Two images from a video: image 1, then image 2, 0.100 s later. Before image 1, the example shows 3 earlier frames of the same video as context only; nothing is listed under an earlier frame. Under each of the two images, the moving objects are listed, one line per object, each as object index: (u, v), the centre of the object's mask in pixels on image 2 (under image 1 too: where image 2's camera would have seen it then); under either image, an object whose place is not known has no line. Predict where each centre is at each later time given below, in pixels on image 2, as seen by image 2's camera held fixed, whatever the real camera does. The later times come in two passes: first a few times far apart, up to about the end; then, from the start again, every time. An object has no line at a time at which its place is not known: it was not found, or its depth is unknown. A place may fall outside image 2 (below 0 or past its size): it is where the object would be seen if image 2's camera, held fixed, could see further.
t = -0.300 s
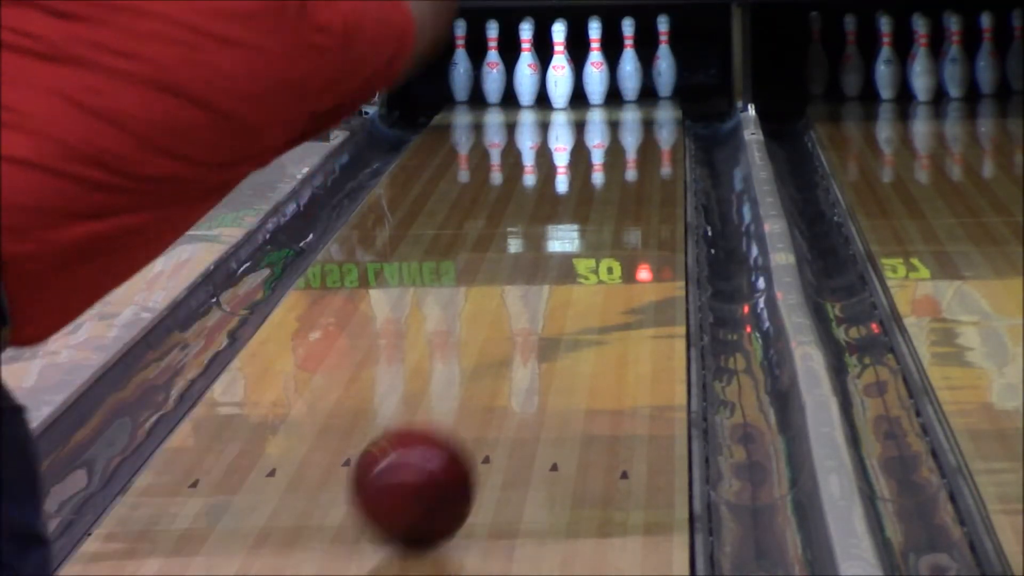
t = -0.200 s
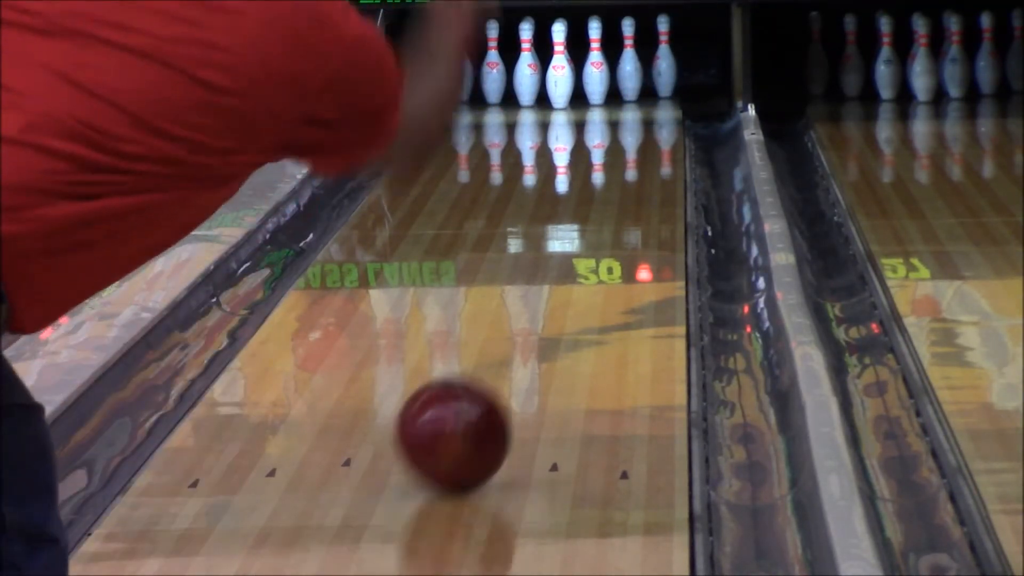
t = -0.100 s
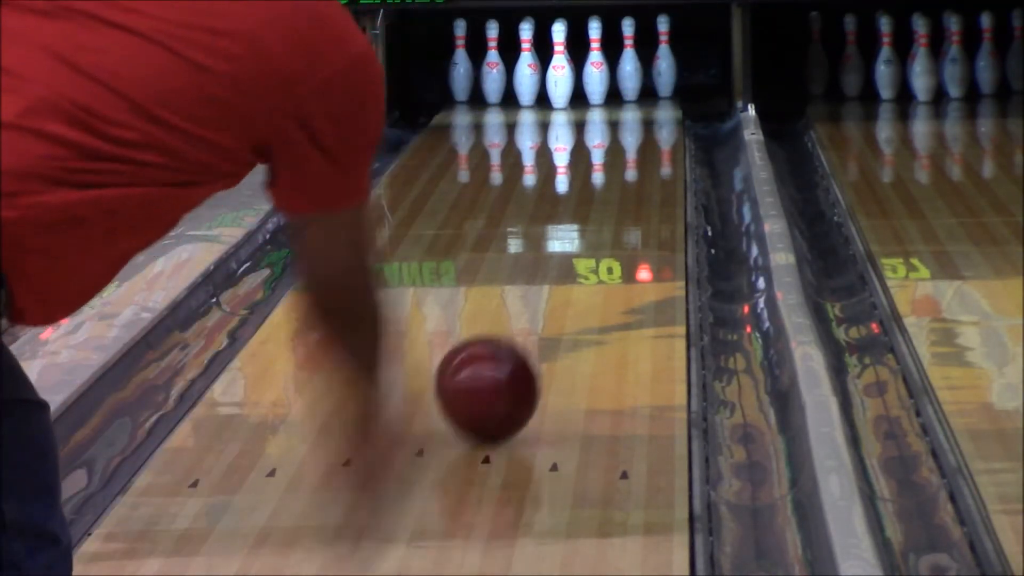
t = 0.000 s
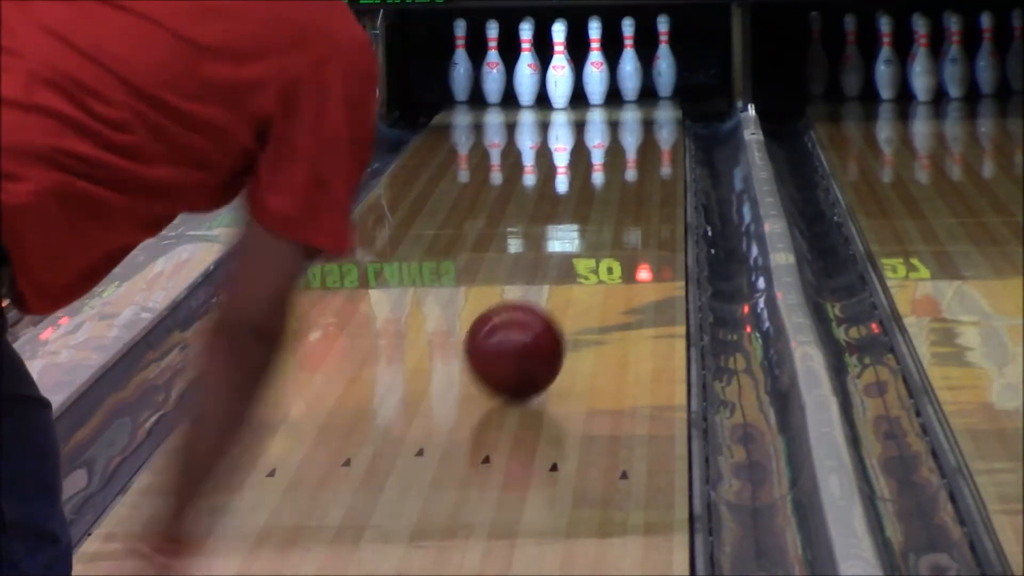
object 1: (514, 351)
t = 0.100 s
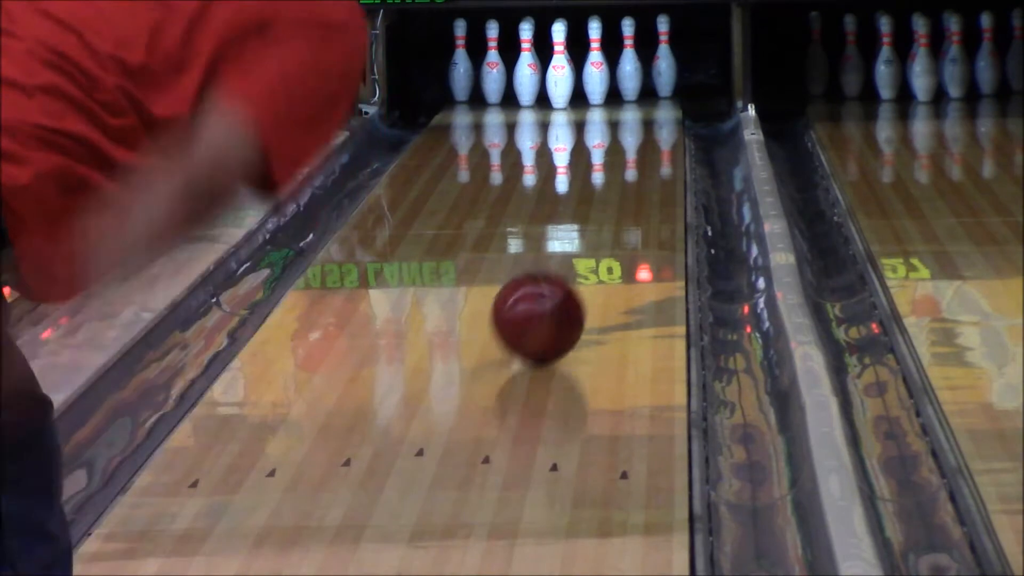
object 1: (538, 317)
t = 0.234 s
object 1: (564, 278)
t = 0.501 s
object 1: (600, 217)
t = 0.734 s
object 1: (618, 177)
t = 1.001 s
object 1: (625, 139)
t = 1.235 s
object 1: (614, 115)
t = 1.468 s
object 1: (589, 97)
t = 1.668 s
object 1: (574, 84)
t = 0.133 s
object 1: (545, 306)
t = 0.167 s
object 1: (551, 297)
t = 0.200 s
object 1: (558, 288)
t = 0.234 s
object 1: (564, 278)
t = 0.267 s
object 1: (569, 269)
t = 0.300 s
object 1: (575, 261)
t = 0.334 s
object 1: (579, 253)
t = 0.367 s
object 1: (584, 245)
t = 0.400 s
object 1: (589, 237)
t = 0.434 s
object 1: (593, 231)
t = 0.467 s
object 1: (597, 223)
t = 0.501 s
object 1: (600, 217)
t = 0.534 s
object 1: (604, 211)
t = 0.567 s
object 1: (607, 205)
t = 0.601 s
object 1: (609, 198)
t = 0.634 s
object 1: (612, 193)
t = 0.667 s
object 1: (614, 188)
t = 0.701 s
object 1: (617, 181)
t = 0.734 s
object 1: (618, 177)
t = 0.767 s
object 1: (620, 171)
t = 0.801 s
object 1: (621, 166)
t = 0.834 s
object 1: (622, 161)
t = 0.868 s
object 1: (623, 156)
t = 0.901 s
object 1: (624, 152)
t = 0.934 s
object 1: (624, 148)
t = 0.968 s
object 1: (625, 143)
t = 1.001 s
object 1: (625, 139)
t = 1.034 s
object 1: (624, 136)
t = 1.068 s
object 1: (624, 132)
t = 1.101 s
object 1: (623, 129)
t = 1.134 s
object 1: (621, 125)
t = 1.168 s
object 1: (619, 122)
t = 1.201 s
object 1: (617, 118)
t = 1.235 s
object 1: (614, 115)
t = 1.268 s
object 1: (611, 112)
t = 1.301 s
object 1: (608, 110)
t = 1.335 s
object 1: (605, 107)
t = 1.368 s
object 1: (600, 105)
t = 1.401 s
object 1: (597, 102)
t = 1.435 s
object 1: (593, 99)
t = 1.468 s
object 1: (589, 97)
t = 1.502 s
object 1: (585, 94)
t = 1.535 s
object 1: (581, 92)
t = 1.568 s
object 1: (578, 89)
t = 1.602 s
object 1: (575, 87)
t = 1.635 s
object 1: (574, 85)
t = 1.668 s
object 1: (574, 84)
